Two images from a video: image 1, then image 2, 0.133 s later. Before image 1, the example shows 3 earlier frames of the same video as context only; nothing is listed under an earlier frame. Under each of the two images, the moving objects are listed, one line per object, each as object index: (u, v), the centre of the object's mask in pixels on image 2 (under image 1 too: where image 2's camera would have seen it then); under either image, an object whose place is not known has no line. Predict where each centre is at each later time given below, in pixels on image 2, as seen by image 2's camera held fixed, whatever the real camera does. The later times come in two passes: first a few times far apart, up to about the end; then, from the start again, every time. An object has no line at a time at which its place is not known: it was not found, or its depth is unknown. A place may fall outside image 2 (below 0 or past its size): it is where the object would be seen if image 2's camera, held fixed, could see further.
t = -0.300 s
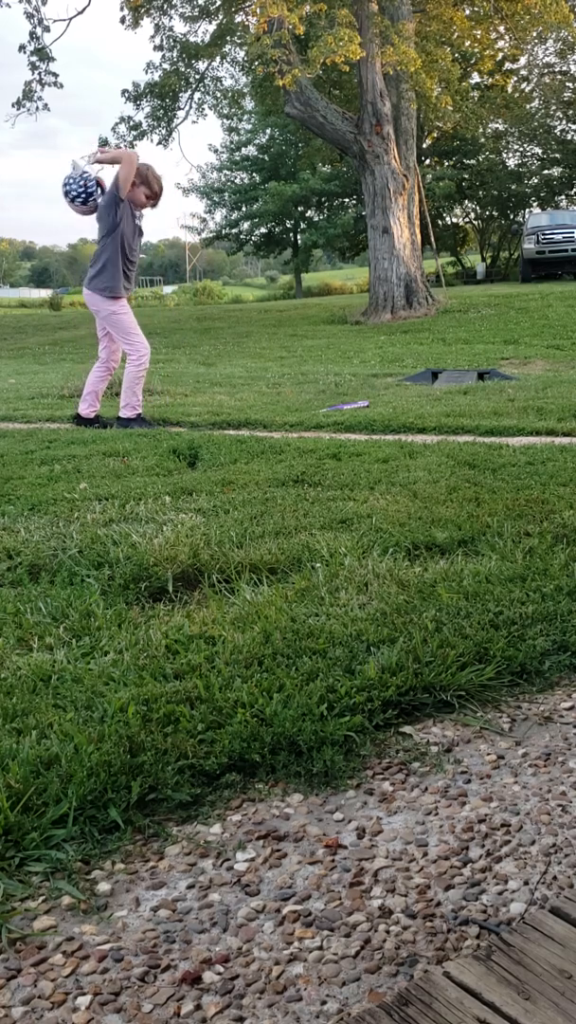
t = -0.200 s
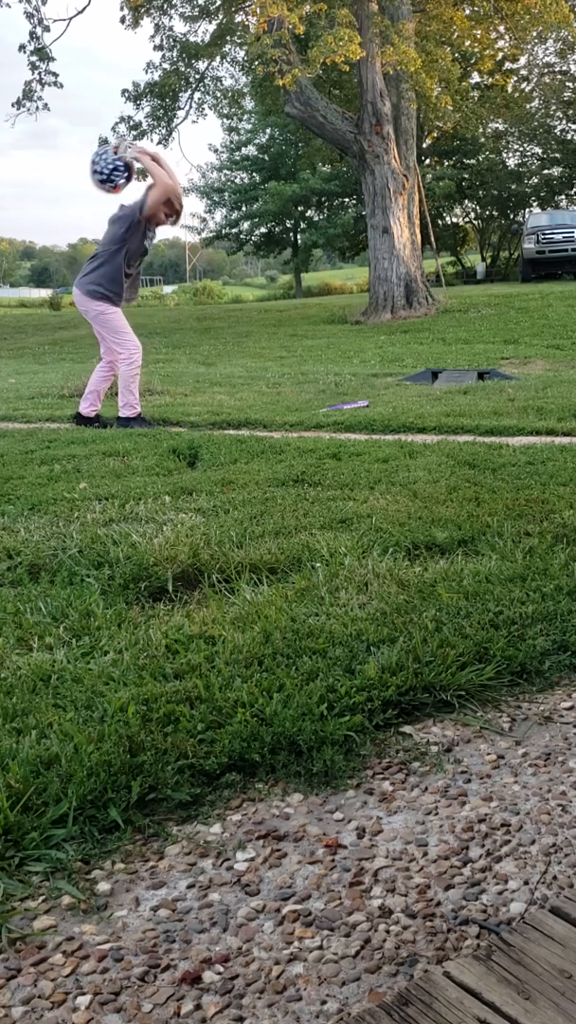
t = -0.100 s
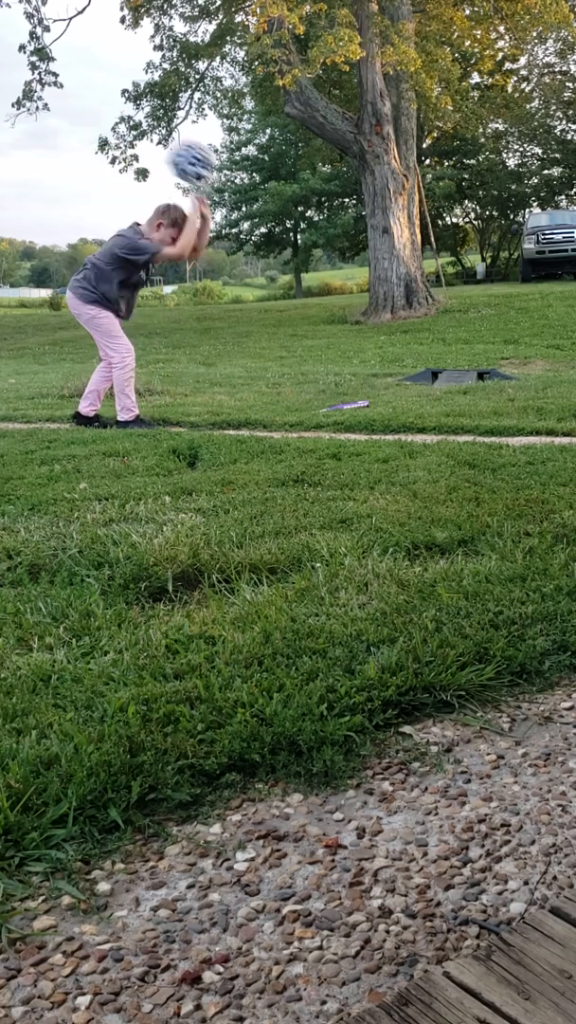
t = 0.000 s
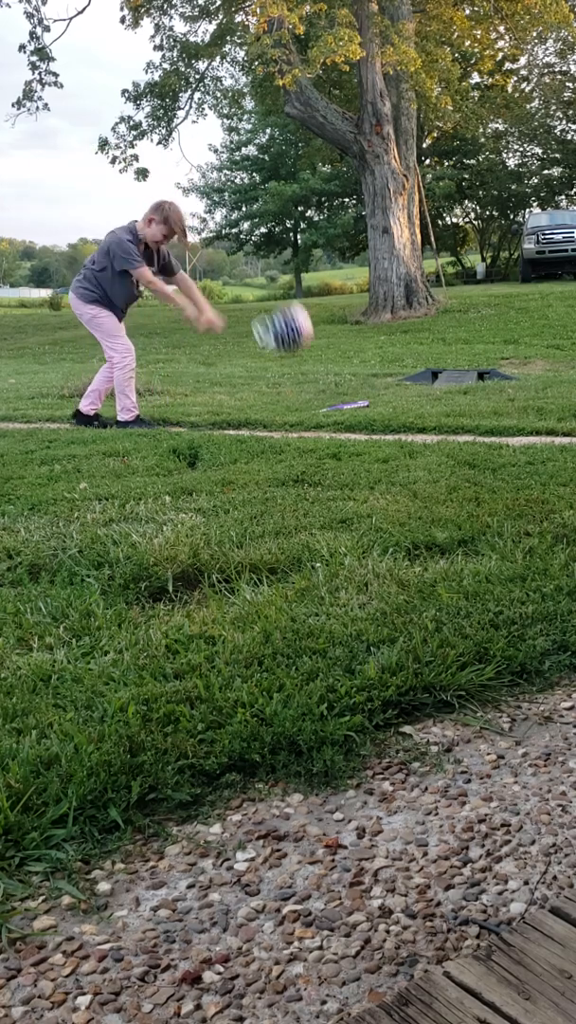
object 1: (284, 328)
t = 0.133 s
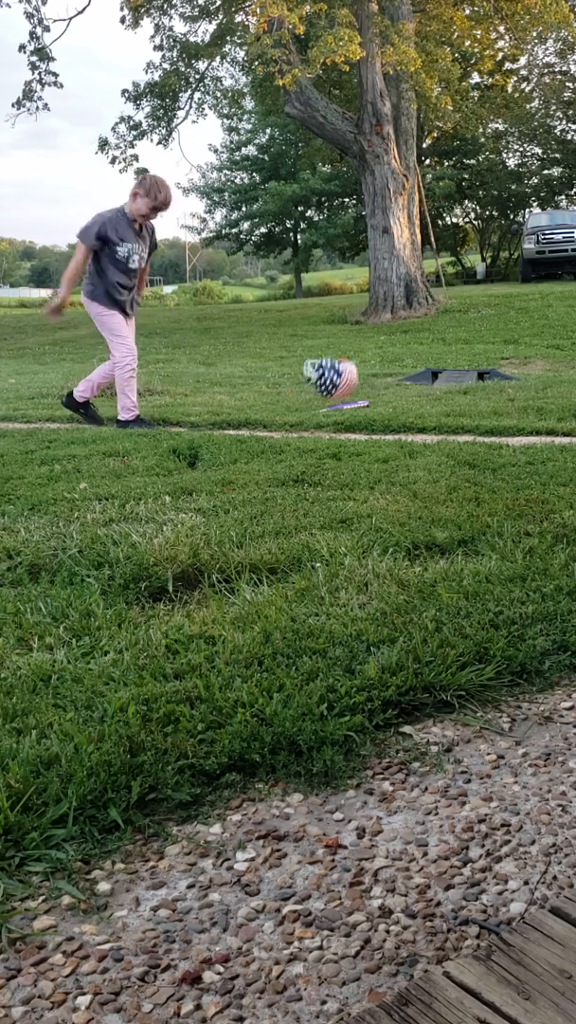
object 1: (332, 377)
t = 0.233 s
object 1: (357, 346)
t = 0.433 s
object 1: (407, 344)
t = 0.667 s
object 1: (453, 404)
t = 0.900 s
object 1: (454, 405)
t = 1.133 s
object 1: (442, 409)
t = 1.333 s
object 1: (426, 415)
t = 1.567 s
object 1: (413, 412)
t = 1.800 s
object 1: (408, 414)
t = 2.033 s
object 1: (403, 412)
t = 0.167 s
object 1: (340, 365)
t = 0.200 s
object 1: (349, 354)
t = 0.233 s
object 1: (357, 346)
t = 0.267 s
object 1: (365, 340)
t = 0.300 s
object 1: (374, 336)
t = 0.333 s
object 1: (382, 335)
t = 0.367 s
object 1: (390, 336)
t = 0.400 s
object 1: (399, 339)
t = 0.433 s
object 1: (407, 344)
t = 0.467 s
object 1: (415, 351)
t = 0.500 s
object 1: (423, 359)
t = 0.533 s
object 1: (431, 370)
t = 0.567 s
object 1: (438, 382)
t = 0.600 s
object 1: (446, 397)
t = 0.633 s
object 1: (451, 405)
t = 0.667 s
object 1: (453, 404)
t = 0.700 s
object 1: (454, 404)
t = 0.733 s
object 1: (455, 404)
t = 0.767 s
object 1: (455, 404)
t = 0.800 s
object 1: (455, 404)
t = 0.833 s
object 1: (455, 404)
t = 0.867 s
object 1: (455, 405)
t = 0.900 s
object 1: (454, 405)
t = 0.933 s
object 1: (452, 405)
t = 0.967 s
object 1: (451, 405)
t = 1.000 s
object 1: (450, 405)
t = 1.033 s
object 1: (448, 406)
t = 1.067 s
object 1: (447, 406)
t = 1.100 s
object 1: (445, 407)
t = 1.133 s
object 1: (442, 409)
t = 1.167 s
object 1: (439, 411)
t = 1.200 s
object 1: (436, 414)
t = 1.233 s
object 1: (434, 414)
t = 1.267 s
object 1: (431, 415)
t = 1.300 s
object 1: (429, 415)
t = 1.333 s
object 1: (426, 415)
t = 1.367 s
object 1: (424, 414)
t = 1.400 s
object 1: (422, 414)
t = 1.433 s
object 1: (420, 413)
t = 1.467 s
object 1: (418, 413)
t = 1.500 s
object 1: (416, 413)
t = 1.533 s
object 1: (415, 413)
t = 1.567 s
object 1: (413, 412)
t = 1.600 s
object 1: (411, 412)
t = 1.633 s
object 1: (410, 413)
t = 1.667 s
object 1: (409, 413)
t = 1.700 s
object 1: (409, 413)
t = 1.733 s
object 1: (408, 413)
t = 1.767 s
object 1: (408, 414)
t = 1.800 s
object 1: (408, 414)
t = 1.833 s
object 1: (407, 415)
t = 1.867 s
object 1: (407, 415)
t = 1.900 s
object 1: (406, 415)
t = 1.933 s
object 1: (405, 415)
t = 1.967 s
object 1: (404, 414)
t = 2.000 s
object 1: (403, 412)
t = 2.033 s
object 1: (403, 412)
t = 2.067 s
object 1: (402, 411)
